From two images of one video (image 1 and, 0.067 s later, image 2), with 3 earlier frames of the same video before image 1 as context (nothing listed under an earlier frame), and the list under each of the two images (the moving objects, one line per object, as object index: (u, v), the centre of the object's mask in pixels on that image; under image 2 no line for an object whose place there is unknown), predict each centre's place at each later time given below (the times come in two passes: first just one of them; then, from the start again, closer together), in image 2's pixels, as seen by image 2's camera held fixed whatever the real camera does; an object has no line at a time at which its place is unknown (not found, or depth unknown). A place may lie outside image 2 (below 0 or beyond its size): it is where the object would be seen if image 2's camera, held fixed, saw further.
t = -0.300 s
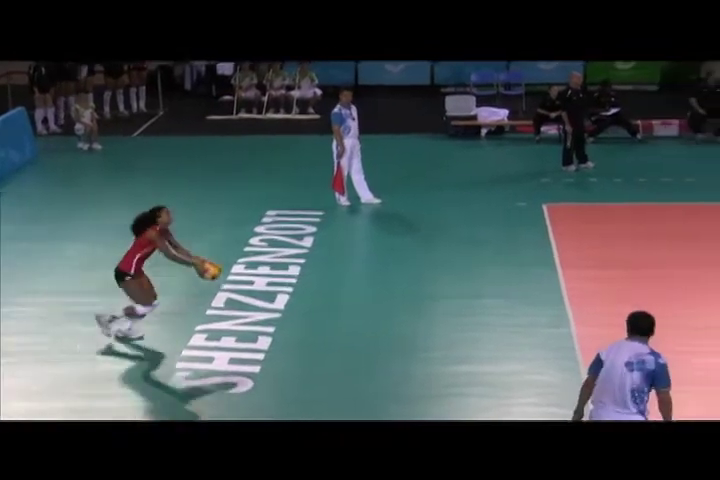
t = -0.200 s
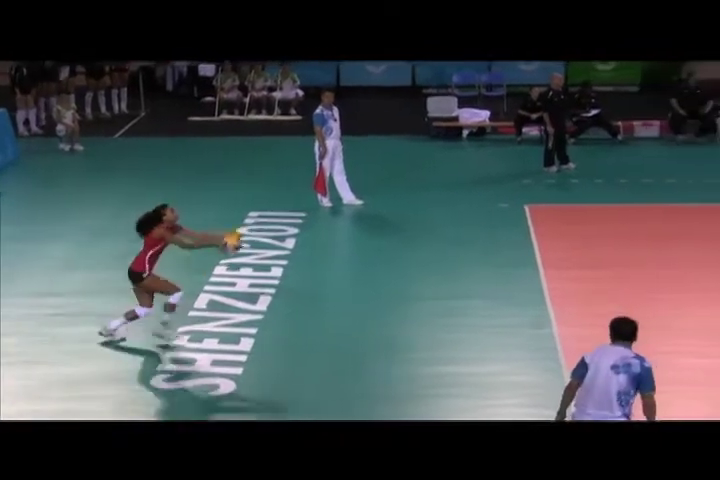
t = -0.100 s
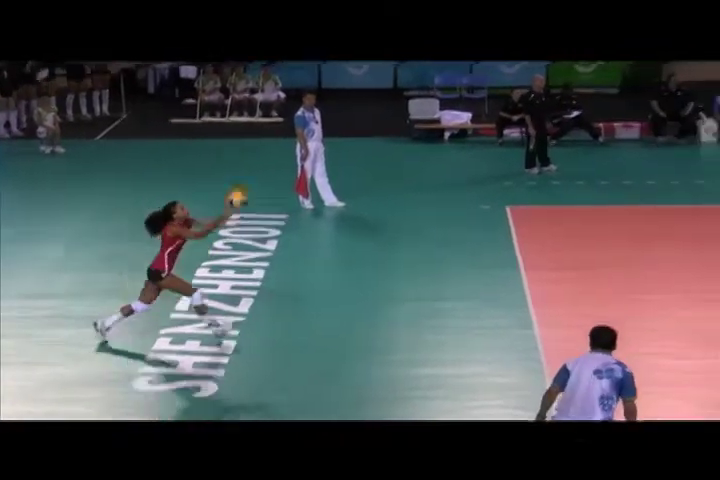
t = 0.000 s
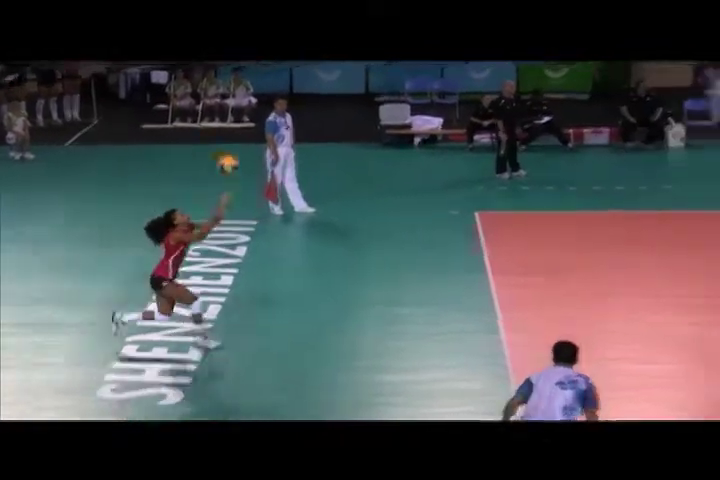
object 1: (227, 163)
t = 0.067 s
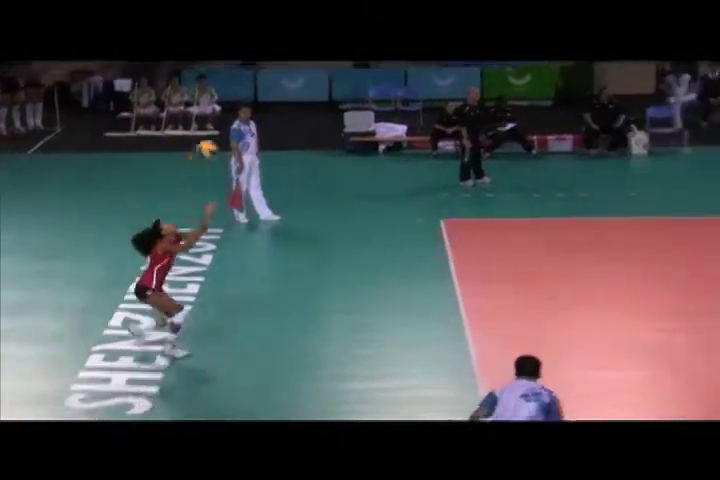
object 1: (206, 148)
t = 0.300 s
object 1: (254, 101)
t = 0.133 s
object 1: (220, 129)
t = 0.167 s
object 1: (226, 122)
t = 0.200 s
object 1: (232, 115)
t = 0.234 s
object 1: (240, 109)
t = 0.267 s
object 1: (247, 104)
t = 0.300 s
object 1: (254, 101)
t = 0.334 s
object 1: (261, 97)
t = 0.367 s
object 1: (268, 96)
